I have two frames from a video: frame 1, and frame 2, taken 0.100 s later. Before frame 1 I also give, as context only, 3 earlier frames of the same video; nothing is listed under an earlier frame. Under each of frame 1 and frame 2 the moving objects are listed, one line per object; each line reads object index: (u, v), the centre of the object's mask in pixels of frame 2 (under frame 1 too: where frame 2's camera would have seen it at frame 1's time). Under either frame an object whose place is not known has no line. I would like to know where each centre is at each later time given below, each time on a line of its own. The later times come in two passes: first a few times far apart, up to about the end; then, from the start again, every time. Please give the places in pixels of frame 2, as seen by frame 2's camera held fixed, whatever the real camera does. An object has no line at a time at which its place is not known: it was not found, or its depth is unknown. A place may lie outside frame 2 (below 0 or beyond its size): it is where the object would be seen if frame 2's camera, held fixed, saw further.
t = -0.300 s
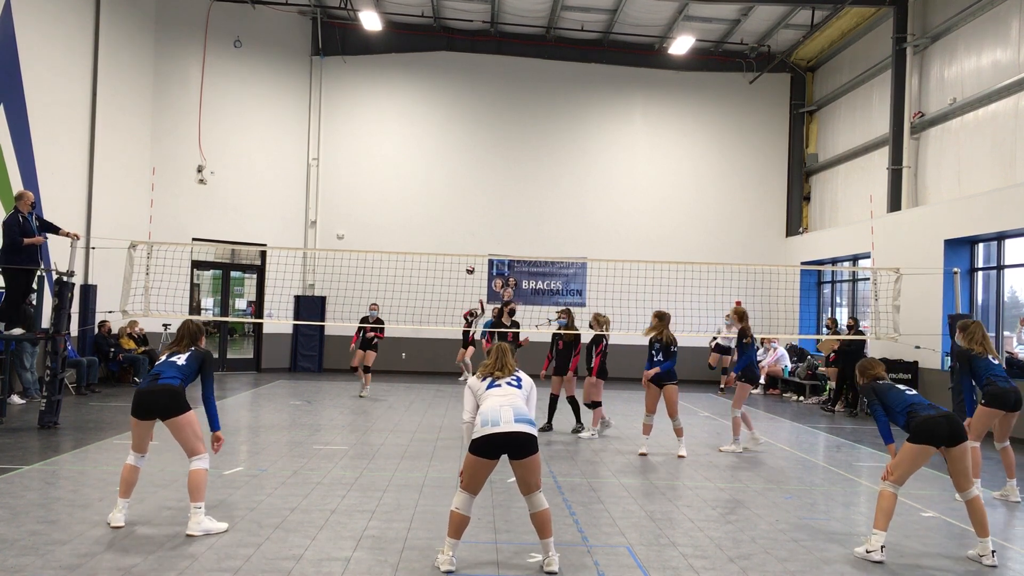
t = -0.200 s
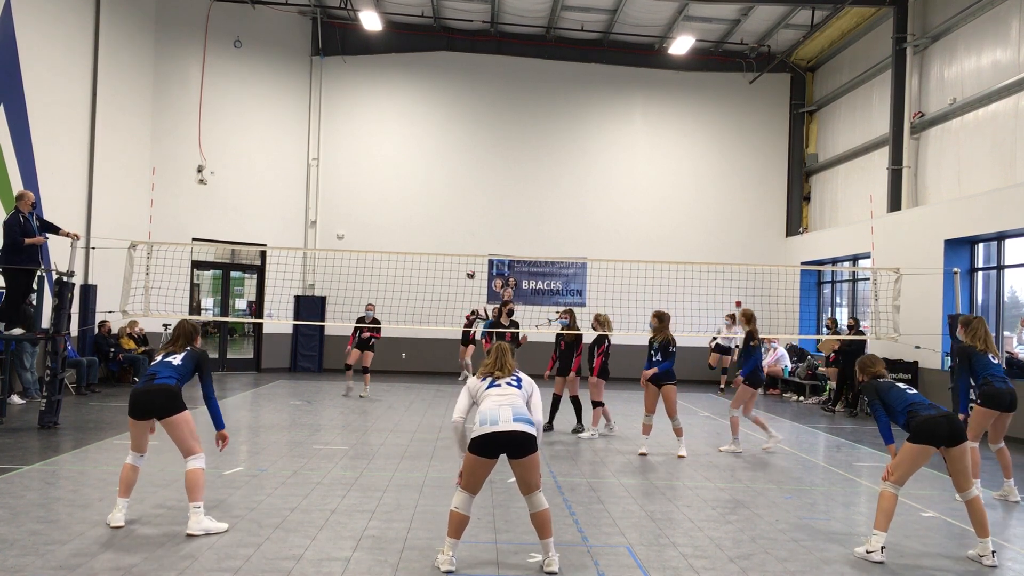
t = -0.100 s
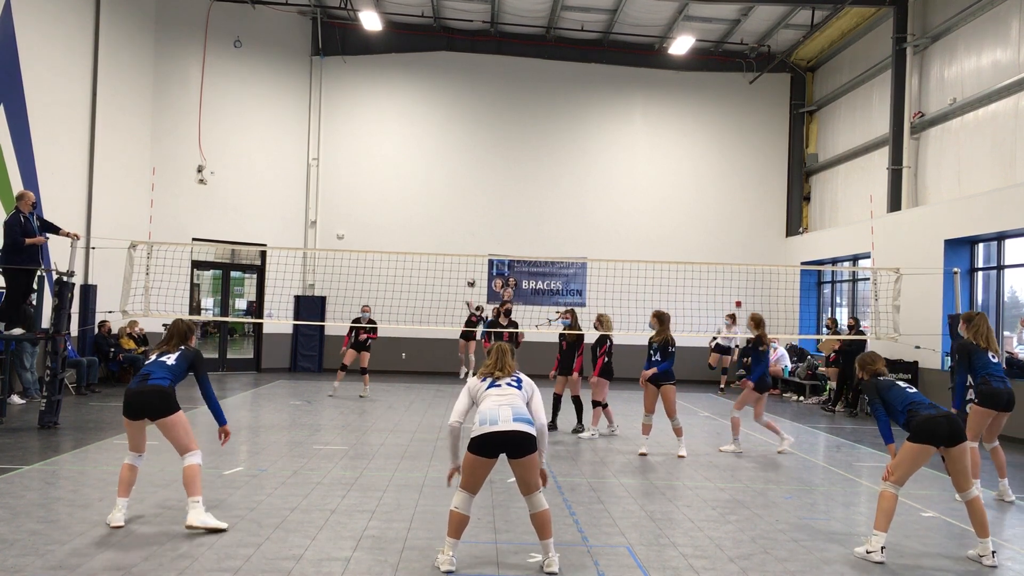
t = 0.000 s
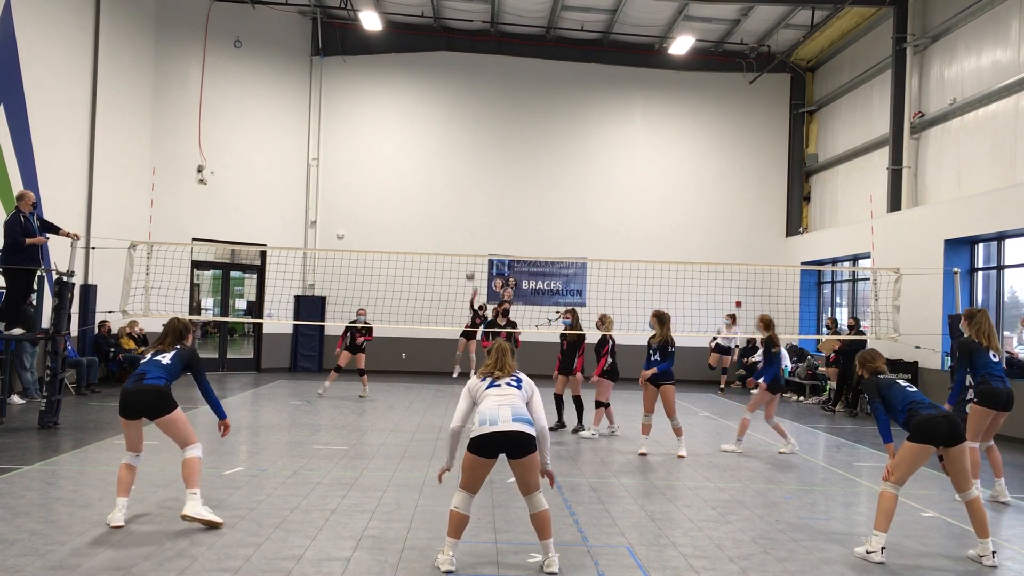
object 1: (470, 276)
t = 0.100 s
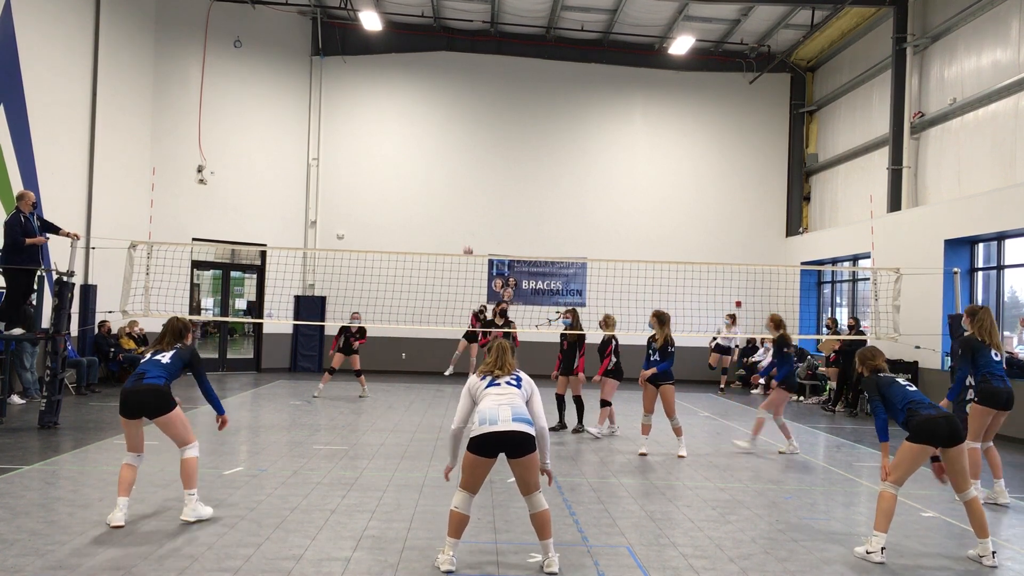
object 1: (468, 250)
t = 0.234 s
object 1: (466, 223)
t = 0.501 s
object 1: (460, 185)
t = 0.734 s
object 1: (450, 189)
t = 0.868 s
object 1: (439, 213)
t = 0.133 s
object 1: (467, 244)
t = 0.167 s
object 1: (467, 237)
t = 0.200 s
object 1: (466, 229)
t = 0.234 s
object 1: (466, 223)
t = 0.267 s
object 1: (465, 216)
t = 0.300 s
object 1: (465, 210)
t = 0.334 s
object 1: (464, 205)
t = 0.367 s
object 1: (463, 200)
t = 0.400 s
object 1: (462, 195)
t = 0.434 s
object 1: (461, 191)
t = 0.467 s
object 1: (460, 188)
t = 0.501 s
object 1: (460, 185)
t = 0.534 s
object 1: (459, 184)
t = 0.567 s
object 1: (458, 183)
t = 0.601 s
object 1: (457, 182)
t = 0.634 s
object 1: (456, 183)
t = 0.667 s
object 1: (454, 184)
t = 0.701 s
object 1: (452, 186)
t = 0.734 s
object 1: (450, 189)
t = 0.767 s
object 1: (447, 193)
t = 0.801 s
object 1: (444, 199)
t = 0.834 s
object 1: (441, 205)
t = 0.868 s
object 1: (439, 213)
